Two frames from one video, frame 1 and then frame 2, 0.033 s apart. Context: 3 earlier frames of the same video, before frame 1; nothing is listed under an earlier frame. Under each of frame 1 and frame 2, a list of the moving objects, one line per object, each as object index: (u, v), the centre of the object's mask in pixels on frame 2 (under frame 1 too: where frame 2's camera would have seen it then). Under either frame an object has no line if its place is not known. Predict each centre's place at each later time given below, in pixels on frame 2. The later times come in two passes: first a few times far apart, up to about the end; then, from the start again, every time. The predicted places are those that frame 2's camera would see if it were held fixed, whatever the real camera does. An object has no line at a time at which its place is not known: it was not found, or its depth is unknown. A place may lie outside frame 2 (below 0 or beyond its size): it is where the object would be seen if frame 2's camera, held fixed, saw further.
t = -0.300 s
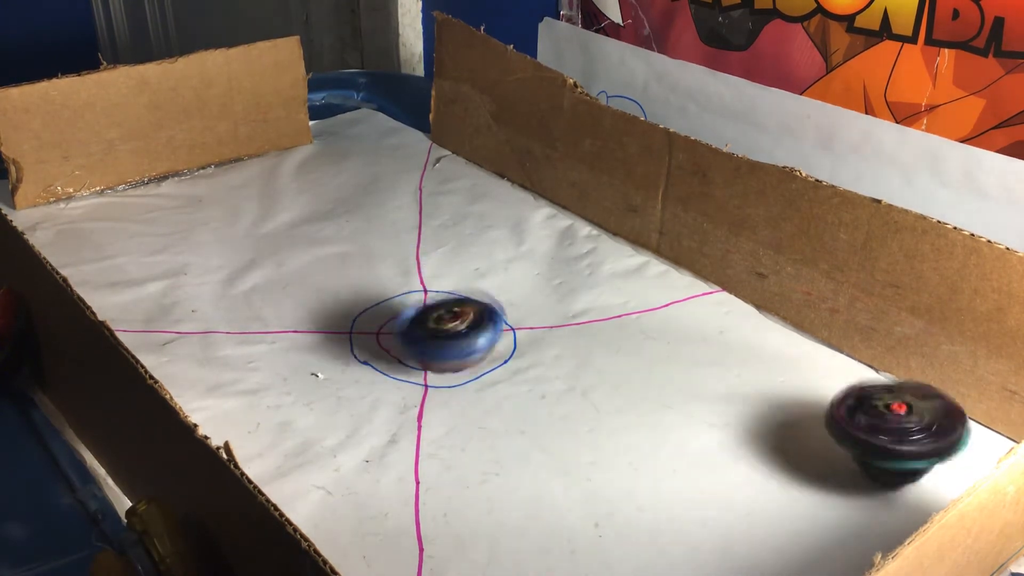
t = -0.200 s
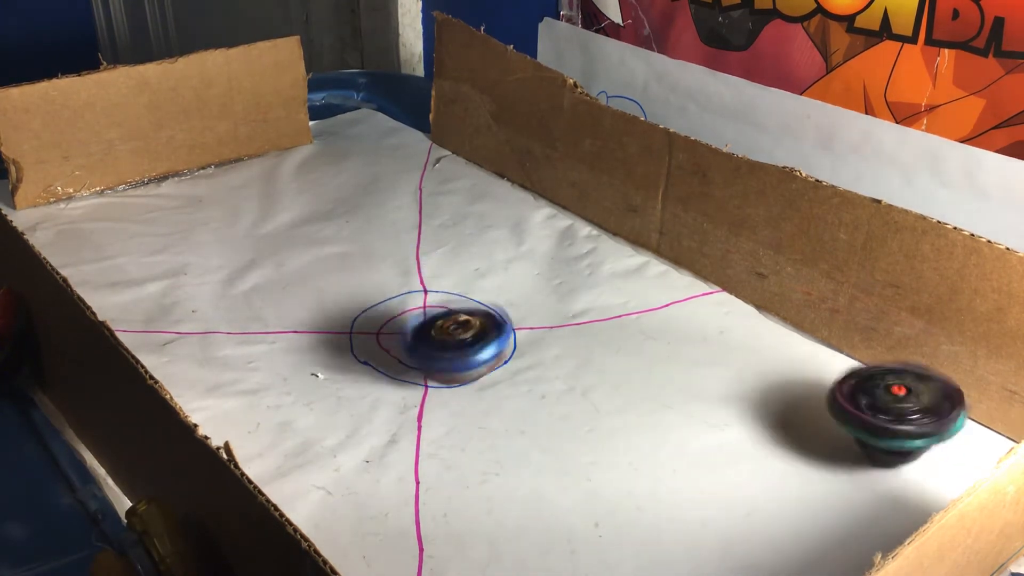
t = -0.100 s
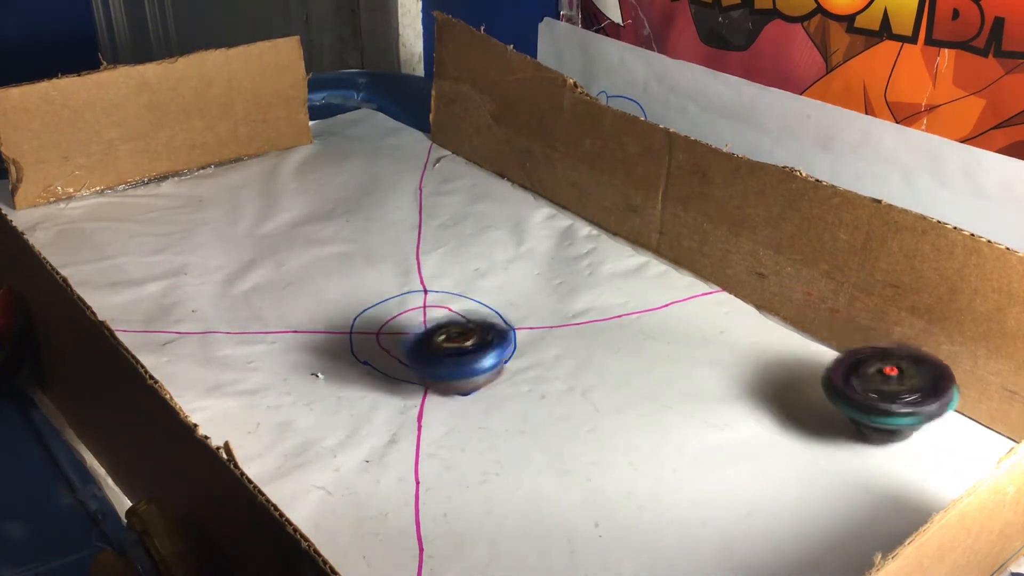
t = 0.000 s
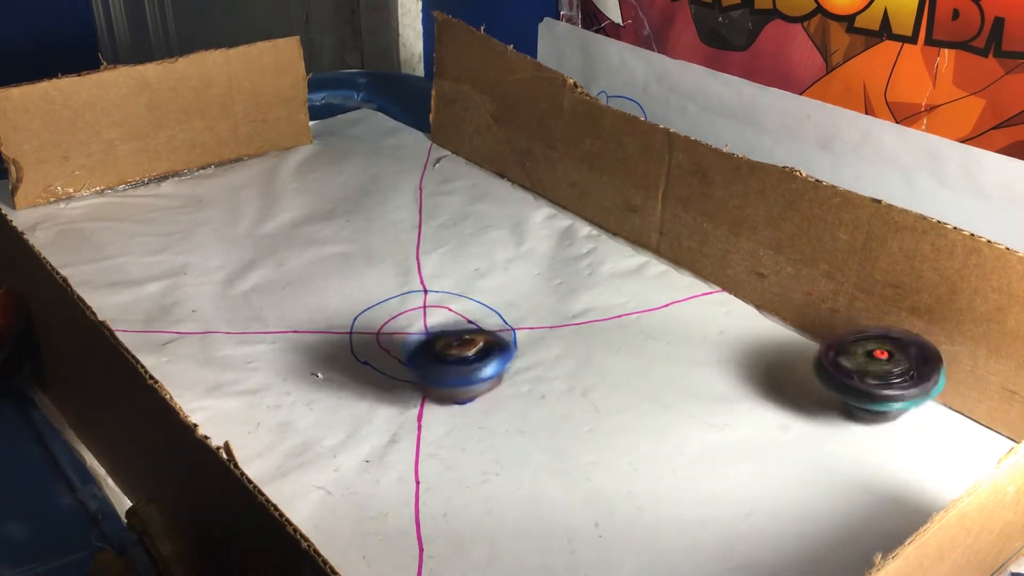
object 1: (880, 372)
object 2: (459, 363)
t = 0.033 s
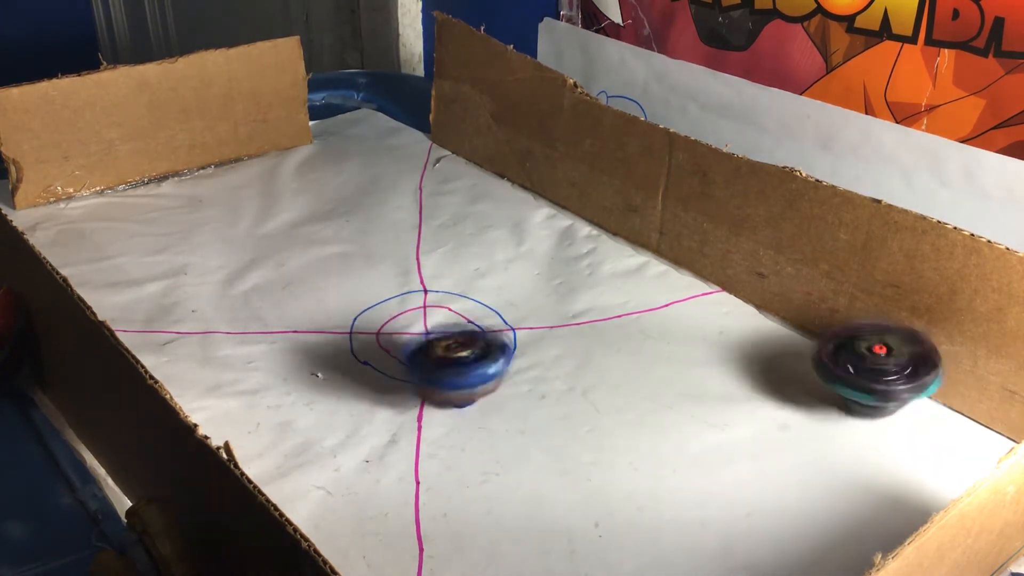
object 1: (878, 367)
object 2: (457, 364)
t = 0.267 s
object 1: (818, 362)
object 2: (439, 373)
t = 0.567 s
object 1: (713, 379)
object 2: (403, 365)
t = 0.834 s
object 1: (613, 417)
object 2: (403, 342)
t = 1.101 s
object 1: (513, 465)
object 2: (429, 320)
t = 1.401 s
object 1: (445, 507)
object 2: (472, 308)
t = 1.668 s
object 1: (446, 517)
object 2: (511, 317)
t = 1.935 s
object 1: (480, 497)
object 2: (532, 334)
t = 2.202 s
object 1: (503, 443)
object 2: (526, 349)
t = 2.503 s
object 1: (473, 440)
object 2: (517, 318)
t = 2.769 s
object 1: (457, 434)
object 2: (539, 298)
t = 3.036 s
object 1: (453, 404)
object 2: (566, 292)
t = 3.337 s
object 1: (430, 359)
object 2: (571, 300)
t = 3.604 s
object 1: (396, 320)
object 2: (535, 308)
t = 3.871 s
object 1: (365, 299)
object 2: (494, 306)
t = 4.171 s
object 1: (347, 304)
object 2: (463, 294)
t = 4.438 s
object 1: (359, 320)
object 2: (464, 289)
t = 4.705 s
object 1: (384, 336)
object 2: (497, 296)
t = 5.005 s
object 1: (373, 384)
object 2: (548, 304)
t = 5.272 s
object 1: (434, 395)
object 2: (529, 325)
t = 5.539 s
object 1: (482, 385)
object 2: (509, 304)
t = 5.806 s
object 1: (496, 370)
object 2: (525, 292)
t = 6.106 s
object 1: (478, 362)
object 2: (538, 301)
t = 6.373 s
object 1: (457, 385)
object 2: (529, 286)
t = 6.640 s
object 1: (464, 394)
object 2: (545, 283)
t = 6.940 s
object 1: (470, 378)
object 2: (540, 299)
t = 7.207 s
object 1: (449, 351)
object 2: (514, 296)
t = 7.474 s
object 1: (407, 333)
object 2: (501, 286)
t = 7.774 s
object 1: (370, 334)
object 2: (516, 290)
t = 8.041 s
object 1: (373, 338)
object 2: (514, 304)
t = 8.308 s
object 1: (371, 335)
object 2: (515, 305)
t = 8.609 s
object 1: (296, 363)
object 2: (543, 320)
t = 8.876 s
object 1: (342, 378)
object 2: (518, 316)
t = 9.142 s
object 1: (406, 341)
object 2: (523, 317)
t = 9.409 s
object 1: (406, 290)
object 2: (529, 324)
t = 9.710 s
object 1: (377, 290)
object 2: (522, 330)
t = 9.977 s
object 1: (396, 326)
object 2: (511, 331)
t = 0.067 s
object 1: (875, 364)
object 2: (457, 365)
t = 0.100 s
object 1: (870, 362)
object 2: (455, 367)
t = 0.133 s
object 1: (862, 362)
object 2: (453, 370)
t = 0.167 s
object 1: (850, 361)
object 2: (450, 371)
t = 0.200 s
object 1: (840, 362)
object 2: (447, 372)
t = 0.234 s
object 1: (829, 362)
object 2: (442, 373)
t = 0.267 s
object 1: (818, 362)
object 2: (439, 373)
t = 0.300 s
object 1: (806, 362)
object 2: (433, 374)
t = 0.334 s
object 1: (794, 363)
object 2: (428, 375)
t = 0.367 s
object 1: (784, 364)
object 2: (424, 374)
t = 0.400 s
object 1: (771, 366)
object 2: (420, 373)
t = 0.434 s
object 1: (760, 369)
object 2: (417, 373)
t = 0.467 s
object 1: (749, 371)
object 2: (412, 371)
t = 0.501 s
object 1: (737, 373)
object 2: (408, 369)
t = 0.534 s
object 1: (725, 376)
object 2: (406, 367)
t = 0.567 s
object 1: (713, 379)
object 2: (403, 365)
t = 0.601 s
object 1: (701, 381)
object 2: (401, 362)
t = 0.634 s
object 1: (688, 385)
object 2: (398, 359)
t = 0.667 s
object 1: (676, 390)
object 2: (399, 357)
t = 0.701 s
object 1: (663, 395)
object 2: (399, 354)
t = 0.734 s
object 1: (651, 400)
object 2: (399, 351)
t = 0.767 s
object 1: (639, 405)
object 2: (400, 347)
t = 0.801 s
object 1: (627, 411)
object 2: (401, 345)
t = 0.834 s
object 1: (613, 417)
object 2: (403, 342)
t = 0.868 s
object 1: (602, 422)
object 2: (405, 338)
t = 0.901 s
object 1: (587, 429)
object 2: (408, 336)
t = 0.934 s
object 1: (575, 434)
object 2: (410, 333)
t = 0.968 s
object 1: (562, 441)
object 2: (415, 329)
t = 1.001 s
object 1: (548, 447)
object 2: (417, 327)
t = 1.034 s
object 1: (536, 453)
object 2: (422, 324)
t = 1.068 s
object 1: (524, 460)
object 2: (425, 322)
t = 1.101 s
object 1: (513, 465)
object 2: (429, 320)
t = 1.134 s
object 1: (502, 471)
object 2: (435, 317)
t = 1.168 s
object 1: (492, 477)
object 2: (439, 315)
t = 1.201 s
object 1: (482, 482)
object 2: (443, 313)
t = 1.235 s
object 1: (473, 486)
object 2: (448, 311)
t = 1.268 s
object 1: (465, 491)
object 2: (453, 310)
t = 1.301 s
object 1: (458, 495)
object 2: (456, 308)
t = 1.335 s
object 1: (453, 500)
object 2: (461, 308)
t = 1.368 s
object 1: (448, 503)
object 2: (467, 308)
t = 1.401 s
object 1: (445, 507)
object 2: (472, 308)
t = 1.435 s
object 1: (441, 510)
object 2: (476, 308)
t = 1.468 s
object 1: (440, 512)
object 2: (482, 309)
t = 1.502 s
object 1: (438, 514)
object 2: (488, 311)
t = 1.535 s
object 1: (439, 516)
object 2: (493, 312)
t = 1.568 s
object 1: (438, 517)
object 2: (497, 312)
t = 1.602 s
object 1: (441, 518)
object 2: (503, 314)
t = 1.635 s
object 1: (442, 518)
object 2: (506, 316)
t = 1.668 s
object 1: (446, 517)
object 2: (511, 317)
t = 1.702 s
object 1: (448, 518)
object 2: (515, 318)
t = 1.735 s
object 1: (453, 516)
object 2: (518, 320)
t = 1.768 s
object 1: (456, 515)
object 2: (523, 322)
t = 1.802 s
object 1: (461, 512)
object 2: (526, 324)
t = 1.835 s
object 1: (466, 510)
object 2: (528, 327)
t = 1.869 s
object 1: (471, 506)
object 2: (529, 329)
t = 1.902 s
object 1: (476, 502)
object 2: (531, 331)
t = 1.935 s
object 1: (480, 497)
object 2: (532, 334)
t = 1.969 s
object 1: (484, 492)
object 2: (533, 336)
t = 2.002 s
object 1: (488, 485)
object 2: (533, 338)
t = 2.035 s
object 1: (492, 479)
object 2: (533, 341)
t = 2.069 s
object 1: (495, 472)
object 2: (532, 343)
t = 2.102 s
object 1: (498, 465)
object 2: (532, 344)
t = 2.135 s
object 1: (500, 458)
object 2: (531, 347)
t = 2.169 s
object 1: (502, 450)
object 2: (529, 348)
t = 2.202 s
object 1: (503, 443)
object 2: (526, 349)
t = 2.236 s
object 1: (505, 435)
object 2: (525, 347)
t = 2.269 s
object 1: (504, 427)
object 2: (522, 347)
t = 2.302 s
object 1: (503, 421)
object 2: (520, 344)
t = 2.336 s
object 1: (499, 426)
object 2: (521, 342)
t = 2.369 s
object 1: (496, 431)
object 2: (519, 337)
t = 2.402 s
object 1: (491, 434)
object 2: (518, 334)
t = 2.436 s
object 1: (487, 436)
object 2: (517, 330)
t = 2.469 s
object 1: (482, 437)
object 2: (516, 325)
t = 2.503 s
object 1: (473, 440)
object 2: (517, 318)
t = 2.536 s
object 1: (471, 441)
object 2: (519, 315)
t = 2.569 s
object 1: (467, 441)
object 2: (521, 312)
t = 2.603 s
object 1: (465, 441)
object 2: (522, 309)
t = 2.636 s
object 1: (462, 440)
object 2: (525, 307)
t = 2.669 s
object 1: (461, 439)
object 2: (528, 303)
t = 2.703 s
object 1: (459, 438)
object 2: (531, 302)
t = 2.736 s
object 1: (458, 436)
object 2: (536, 300)
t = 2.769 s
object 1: (457, 434)
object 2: (539, 298)
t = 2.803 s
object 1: (457, 430)
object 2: (543, 297)
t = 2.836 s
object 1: (456, 428)
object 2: (547, 296)
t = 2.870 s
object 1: (455, 425)
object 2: (549, 295)
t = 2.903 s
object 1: (455, 421)
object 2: (555, 294)
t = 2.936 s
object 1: (455, 417)
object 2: (557, 293)
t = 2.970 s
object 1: (455, 412)
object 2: (561, 292)
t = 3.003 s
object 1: (454, 409)
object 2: (564, 292)
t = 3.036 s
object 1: (453, 404)
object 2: (566, 292)
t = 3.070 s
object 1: (451, 400)
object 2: (570, 293)
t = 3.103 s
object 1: (449, 395)
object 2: (572, 293)
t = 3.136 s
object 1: (447, 389)
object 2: (574, 293)
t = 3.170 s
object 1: (446, 384)
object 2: (575, 294)
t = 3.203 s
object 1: (443, 380)
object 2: (575, 294)
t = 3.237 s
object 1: (441, 374)
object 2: (575, 296)
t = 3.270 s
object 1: (437, 369)
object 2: (574, 297)
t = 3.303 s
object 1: (434, 363)
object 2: (573, 298)
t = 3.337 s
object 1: (430, 359)
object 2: (571, 300)
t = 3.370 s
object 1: (427, 352)
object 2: (568, 301)
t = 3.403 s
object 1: (422, 348)
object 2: (565, 302)
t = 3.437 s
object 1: (418, 342)
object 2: (560, 303)
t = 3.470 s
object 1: (412, 338)
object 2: (557, 304)
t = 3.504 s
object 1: (408, 333)
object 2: (552, 306)
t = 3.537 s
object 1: (403, 329)
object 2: (546, 306)
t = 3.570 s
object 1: (400, 323)
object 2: (540, 307)
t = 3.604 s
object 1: (396, 320)
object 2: (535, 308)
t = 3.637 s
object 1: (393, 315)
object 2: (530, 309)
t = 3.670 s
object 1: (386, 312)
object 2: (525, 309)
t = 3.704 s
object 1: (384, 308)
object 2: (519, 309)
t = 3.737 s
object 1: (379, 306)
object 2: (515, 309)
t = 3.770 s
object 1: (376, 303)
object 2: (509, 308)
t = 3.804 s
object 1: (373, 301)
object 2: (504, 308)
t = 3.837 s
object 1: (369, 300)
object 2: (498, 306)
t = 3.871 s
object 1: (365, 299)
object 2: (494, 306)
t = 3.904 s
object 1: (363, 298)
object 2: (489, 305)
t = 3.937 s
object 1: (360, 297)
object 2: (484, 304)
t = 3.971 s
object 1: (357, 298)
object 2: (481, 303)
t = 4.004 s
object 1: (354, 298)
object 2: (477, 301)
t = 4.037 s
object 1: (352, 299)
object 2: (473, 299)
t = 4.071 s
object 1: (350, 300)
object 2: (470, 297)
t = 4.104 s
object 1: (348, 301)
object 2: (468, 297)
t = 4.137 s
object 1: (348, 302)
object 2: (465, 295)
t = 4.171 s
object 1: (347, 304)
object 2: (463, 294)
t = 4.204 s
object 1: (349, 305)
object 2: (461, 293)
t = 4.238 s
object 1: (349, 308)
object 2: (459, 291)
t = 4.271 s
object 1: (351, 309)
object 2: (459, 291)
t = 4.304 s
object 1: (352, 312)
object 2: (458, 290)
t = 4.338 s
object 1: (355, 313)
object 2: (458, 290)
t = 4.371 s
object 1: (355, 316)
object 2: (459, 289)
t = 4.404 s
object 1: (357, 317)
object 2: (462, 289)
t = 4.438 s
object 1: (359, 320)
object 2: (464, 289)
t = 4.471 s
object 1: (361, 322)
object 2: (467, 289)
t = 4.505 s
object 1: (364, 323)
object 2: (469, 290)
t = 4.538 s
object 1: (368, 326)
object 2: (470, 292)
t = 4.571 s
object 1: (374, 327)
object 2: (474, 292)
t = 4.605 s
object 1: (379, 329)
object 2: (476, 294)
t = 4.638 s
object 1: (385, 330)
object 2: (481, 296)
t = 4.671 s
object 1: (389, 332)
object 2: (485, 298)
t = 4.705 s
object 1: (384, 336)
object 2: (497, 296)
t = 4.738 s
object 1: (376, 343)
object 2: (509, 295)
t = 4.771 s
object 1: (372, 349)
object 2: (520, 295)
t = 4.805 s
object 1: (369, 355)
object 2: (527, 295)
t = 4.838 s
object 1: (366, 360)
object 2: (534, 296)
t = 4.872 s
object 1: (365, 365)
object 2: (537, 298)
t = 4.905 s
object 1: (365, 371)
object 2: (542, 299)
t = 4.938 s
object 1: (367, 376)
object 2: (544, 301)
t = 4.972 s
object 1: (369, 380)
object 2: (546, 302)
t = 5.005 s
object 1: (373, 384)
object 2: (548, 304)
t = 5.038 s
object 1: (377, 388)
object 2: (549, 306)
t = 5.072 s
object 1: (384, 391)
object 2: (548, 310)
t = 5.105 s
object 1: (391, 394)
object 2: (548, 312)
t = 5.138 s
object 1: (399, 396)
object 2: (545, 316)
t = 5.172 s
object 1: (407, 397)
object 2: (542, 318)
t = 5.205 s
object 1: (416, 397)
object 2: (539, 322)
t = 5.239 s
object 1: (424, 397)
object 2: (535, 323)
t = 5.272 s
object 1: (434, 395)
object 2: (529, 325)
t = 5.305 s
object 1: (442, 394)
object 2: (525, 326)
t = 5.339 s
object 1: (451, 391)
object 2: (520, 326)
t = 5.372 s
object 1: (460, 387)
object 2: (515, 323)
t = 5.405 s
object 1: (467, 383)
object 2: (510, 321)
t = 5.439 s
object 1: (473, 381)
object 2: (506, 317)
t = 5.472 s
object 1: (475, 384)
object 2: (508, 312)
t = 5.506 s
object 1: (479, 385)
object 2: (508, 307)
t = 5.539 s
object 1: (482, 385)
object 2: (509, 304)
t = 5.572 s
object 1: (483, 384)
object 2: (511, 302)
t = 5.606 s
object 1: (486, 384)
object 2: (511, 298)
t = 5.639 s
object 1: (488, 382)
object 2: (514, 298)
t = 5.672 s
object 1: (490, 380)
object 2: (515, 295)
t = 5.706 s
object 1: (492, 378)
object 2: (518, 294)
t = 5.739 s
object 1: (494, 376)
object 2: (519, 293)
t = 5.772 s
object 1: (494, 374)
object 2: (522, 292)
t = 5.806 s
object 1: (496, 370)
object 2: (525, 292)
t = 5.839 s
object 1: (498, 367)
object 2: (528, 291)
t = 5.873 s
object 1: (497, 365)
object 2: (530, 292)
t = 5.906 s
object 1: (496, 362)
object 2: (534, 292)
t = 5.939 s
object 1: (495, 359)
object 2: (538, 295)
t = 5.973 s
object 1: (494, 356)
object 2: (539, 296)
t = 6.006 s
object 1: (491, 354)
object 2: (538, 298)
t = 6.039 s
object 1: (487, 355)
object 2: (538, 302)
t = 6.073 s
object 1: (482, 360)
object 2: (539, 301)
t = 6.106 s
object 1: (478, 362)
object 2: (538, 301)
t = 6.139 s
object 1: (472, 364)
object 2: (536, 300)
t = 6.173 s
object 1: (468, 368)
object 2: (535, 297)
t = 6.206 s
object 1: (465, 372)
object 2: (533, 296)
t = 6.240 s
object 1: (462, 374)
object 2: (531, 293)
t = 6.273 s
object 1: (459, 377)
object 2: (529, 291)
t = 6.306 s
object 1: (457, 380)
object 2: (529, 289)
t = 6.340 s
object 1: (457, 382)
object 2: (529, 287)
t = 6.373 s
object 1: (457, 385)
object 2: (529, 286)
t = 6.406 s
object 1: (455, 388)
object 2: (530, 285)
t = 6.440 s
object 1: (456, 390)
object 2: (531, 283)
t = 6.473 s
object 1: (457, 392)
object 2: (534, 283)
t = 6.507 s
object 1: (458, 393)
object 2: (535, 282)
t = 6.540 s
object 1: (459, 393)
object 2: (538, 283)
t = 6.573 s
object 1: (461, 394)
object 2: (540, 282)
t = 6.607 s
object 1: (462, 394)
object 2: (541, 282)
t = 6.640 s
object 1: (464, 394)
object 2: (545, 283)
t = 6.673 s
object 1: (465, 394)
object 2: (546, 284)
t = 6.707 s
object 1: (467, 393)
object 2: (548, 286)
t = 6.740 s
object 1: (469, 391)
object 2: (548, 287)
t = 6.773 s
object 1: (469, 390)
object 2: (548, 289)
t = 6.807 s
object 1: (469, 389)
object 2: (549, 291)
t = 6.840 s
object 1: (471, 386)
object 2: (547, 293)
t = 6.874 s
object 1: (470, 384)
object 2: (545, 295)
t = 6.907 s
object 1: (470, 381)
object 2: (542, 296)
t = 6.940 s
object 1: (470, 378)
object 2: (540, 299)
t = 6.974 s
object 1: (468, 375)
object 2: (536, 299)
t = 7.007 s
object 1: (467, 371)
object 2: (532, 300)
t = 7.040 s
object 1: (465, 368)
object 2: (529, 301)
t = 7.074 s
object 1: (462, 364)
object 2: (526, 299)
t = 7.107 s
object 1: (460, 360)
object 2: (523, 299)
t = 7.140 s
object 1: (457, 357)
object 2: (520, 297)
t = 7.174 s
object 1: (453, 353)
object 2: (516, 296)
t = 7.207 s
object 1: (449, 351)
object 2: (514, 296)
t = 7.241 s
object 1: (445, 347)
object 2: (511, 293)
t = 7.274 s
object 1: (439, 344)
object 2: (509, 293)
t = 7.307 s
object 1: (434, 342)
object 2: (507, 291)
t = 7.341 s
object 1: (429, 340)
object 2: (504, 290)
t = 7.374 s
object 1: (425, 337)
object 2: (503, 289)
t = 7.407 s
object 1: (418, 336)
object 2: (502, 288)
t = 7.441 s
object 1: (412, 334)
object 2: (502, 287)
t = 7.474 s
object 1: (407, 333)
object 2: (501, 286)
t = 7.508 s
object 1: (402, 333)
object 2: (502, 285)
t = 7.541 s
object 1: (396, 332)
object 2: (504, 284)
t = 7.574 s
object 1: (392, 332)
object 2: (504, 284)
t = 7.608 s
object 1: (386, 332)
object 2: (507, 285)
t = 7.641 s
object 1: (382, 332)
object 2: (508, 285)
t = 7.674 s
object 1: (379, 332)
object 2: (508, 286)
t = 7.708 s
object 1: (375, 333)
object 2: (512, 287)
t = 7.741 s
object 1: (372, 333)
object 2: (513, 288)
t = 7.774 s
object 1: (370, 334)
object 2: (516, 290)
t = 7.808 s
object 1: (368, 335)
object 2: (516, 291)
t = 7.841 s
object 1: (368, 336)
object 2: (516, 293)
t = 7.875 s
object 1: (367, 336)
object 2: (517, 295)
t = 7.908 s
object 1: (367, 337)
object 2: (517, 296)
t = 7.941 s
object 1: (368, 337)
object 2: (518, 298)
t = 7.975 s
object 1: (368, 338)
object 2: (517, 300)
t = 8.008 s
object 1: (371, 338)
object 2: (515, 302)
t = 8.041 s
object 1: (373, 338)
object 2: (514, 304)
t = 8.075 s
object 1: (377, 337)
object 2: (512, 304)
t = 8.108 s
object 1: (381, 337)
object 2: (508, 307)
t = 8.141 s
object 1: (383, 337)
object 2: (505, 308)
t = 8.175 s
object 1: (387, 336)
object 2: (501, 308)
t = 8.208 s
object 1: (390, 335)
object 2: (499, 310)
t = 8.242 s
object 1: (393, 335)
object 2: (495, 309)
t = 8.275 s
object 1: (388, 334)
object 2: (497, 309)
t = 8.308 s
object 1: (371, 335)
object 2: (515, 305)
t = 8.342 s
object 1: (357, 334)
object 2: (523, 302)
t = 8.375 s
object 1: (345, 337)
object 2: (532, 302)
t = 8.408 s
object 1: (334, 340)
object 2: (539, 307)
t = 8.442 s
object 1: (325, 343)
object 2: (539, 310)
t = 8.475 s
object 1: (316, 345)
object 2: (540, 309)
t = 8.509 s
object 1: (308, 350)
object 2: (545, 308)
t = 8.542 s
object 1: (303, 355)
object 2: (544, 314)
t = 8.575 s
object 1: (298, 358)
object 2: (544, 319)
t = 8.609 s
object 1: (296, 363)
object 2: (543, 320)
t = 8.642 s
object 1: (296, 366)
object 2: (540, 322)
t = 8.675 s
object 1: (298, 370)
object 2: (537, 327)
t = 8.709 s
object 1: (301, 374)
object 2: (532, 328)
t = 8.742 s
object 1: (306, 376)
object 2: (528, 327)
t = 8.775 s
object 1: (314, 377)
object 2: (525, 327)
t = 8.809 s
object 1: (322, 378)
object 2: (523, 326)
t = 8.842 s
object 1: (332, 379)
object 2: (522, 319)
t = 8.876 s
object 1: (342, 378)
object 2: (518, 316)
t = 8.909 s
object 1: (352, 376)
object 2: (517, 315)
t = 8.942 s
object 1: (362, 373)
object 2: (520, 316)
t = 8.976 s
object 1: (372, 369)
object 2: (523, 315)
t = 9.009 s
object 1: (382, 365)
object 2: (524, 313)
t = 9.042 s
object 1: (387, 361)
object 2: (525, 313)
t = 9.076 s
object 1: (397, 353)
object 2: (525, 313)
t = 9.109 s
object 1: (401, 348)
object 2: (523, 316)
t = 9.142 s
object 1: (406, 341)
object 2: (523, 317)
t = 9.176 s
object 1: (408, 334)
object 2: (526, 320)
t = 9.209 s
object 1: (410, 328)
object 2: (529, 323)
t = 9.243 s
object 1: (413, 319)
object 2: (529, 327)
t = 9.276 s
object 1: (412, 313)
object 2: (527, 328)
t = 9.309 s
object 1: (412, 306)
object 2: (526, 328)
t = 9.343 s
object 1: (412, 300)
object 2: (526, 329)
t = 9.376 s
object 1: (409, 295)
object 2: (528, 329)
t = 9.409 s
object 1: (406, 290)
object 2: (529, 324)
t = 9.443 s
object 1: (402, 287)
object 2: (527, 320)
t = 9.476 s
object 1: (399, 284)
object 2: (528, 319)
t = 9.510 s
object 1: (394, 282)
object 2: (524, 316)
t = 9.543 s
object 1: (391, 281)
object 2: (522, 316)
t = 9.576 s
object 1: (387, 280)
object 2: (519, 318)
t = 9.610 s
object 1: (382, 282)
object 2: (515, 322)
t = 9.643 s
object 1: (378, 285)
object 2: (516, 323)
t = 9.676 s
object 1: (376, 286)
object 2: (520, 327)
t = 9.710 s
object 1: (377, 290)
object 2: (522, 330)
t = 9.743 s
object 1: (374, 293)
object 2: (522, 331)
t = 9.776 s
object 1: (374, 298)
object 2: (521, 329)
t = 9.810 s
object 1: (374, 302)
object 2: (519, 329)
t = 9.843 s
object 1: (378, 307)
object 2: (520, 326)
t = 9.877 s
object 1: (382, 313)
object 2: (520, 327)
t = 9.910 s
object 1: (385, 317)
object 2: (518, 328)
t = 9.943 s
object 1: (391, 322)
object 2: (514, 330)
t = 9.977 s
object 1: (396, 326)
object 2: (511, 331)
